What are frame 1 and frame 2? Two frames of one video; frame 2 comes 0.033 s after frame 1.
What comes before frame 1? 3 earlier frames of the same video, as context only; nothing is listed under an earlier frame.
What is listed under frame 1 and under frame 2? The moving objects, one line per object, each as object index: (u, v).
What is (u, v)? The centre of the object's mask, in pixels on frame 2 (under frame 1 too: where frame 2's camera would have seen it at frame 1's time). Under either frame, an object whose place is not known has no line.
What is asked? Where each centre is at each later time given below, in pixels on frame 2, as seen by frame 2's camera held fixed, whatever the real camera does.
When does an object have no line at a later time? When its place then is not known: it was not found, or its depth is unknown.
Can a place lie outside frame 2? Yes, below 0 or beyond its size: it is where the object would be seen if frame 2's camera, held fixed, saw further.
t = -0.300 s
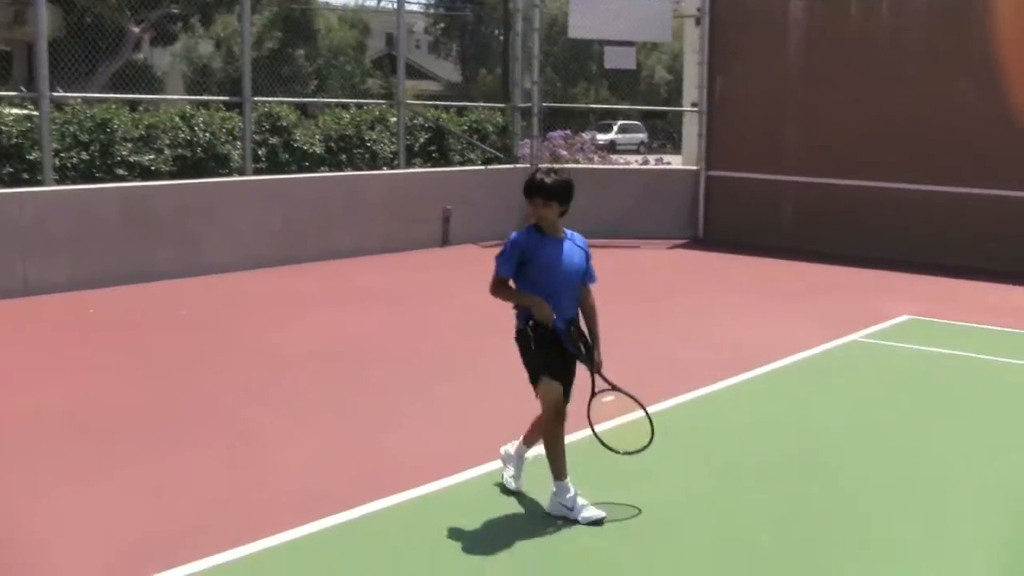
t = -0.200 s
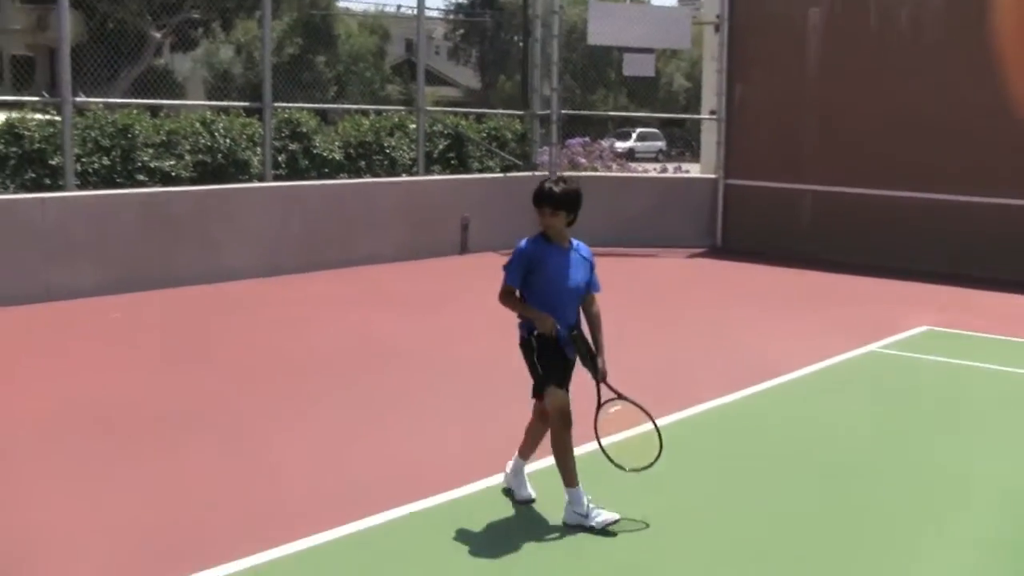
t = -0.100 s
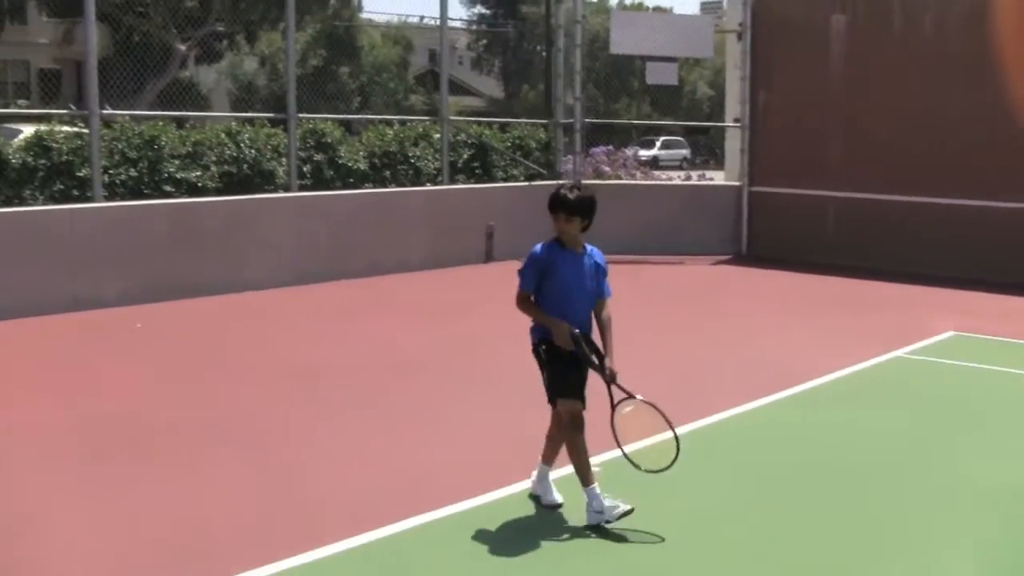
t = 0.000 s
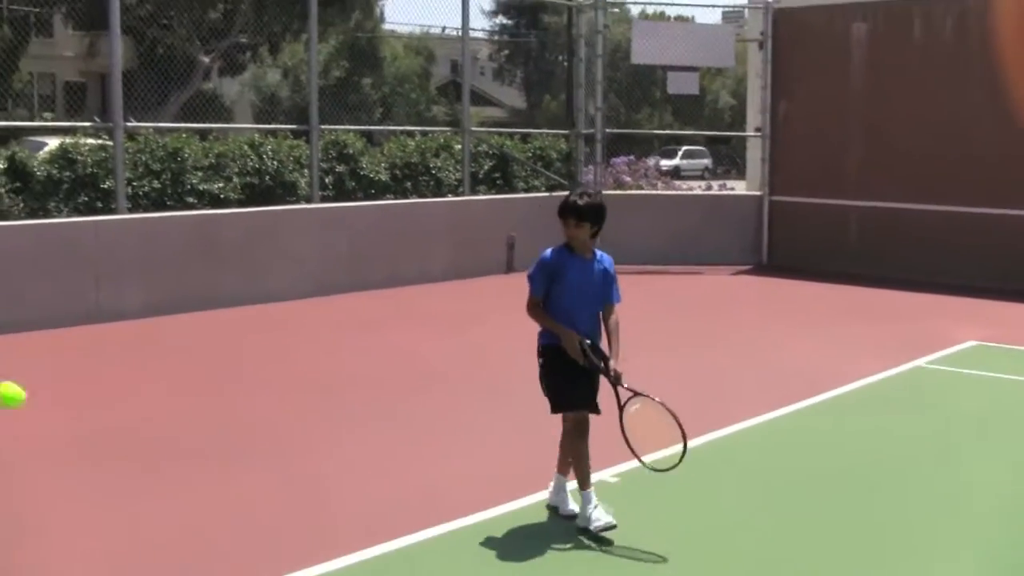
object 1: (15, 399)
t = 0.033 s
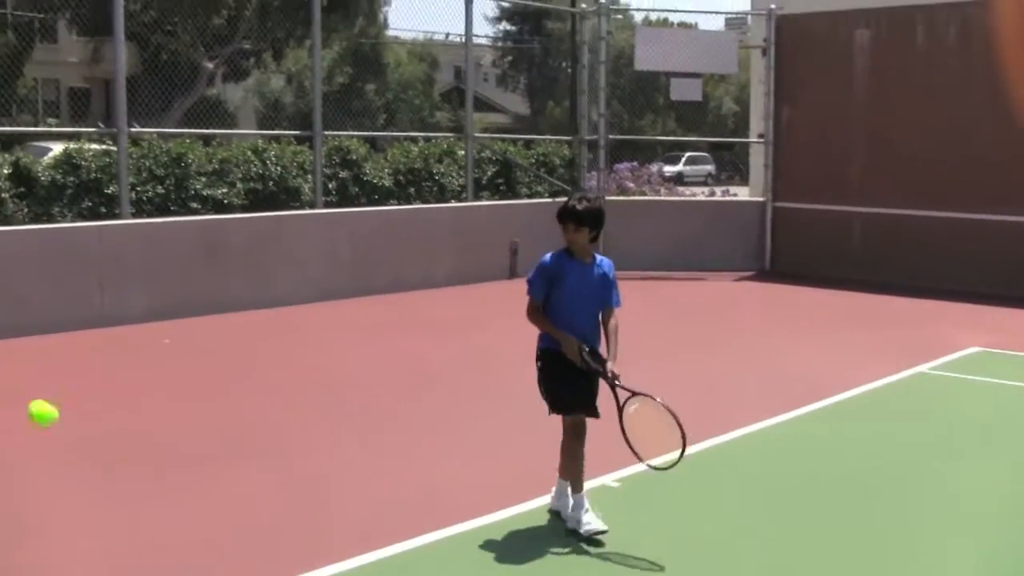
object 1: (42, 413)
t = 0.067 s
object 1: (69, 430)
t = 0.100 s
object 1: (96, 450)
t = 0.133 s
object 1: (121, 472)
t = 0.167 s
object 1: (145, 497)
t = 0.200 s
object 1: (169, 523)
